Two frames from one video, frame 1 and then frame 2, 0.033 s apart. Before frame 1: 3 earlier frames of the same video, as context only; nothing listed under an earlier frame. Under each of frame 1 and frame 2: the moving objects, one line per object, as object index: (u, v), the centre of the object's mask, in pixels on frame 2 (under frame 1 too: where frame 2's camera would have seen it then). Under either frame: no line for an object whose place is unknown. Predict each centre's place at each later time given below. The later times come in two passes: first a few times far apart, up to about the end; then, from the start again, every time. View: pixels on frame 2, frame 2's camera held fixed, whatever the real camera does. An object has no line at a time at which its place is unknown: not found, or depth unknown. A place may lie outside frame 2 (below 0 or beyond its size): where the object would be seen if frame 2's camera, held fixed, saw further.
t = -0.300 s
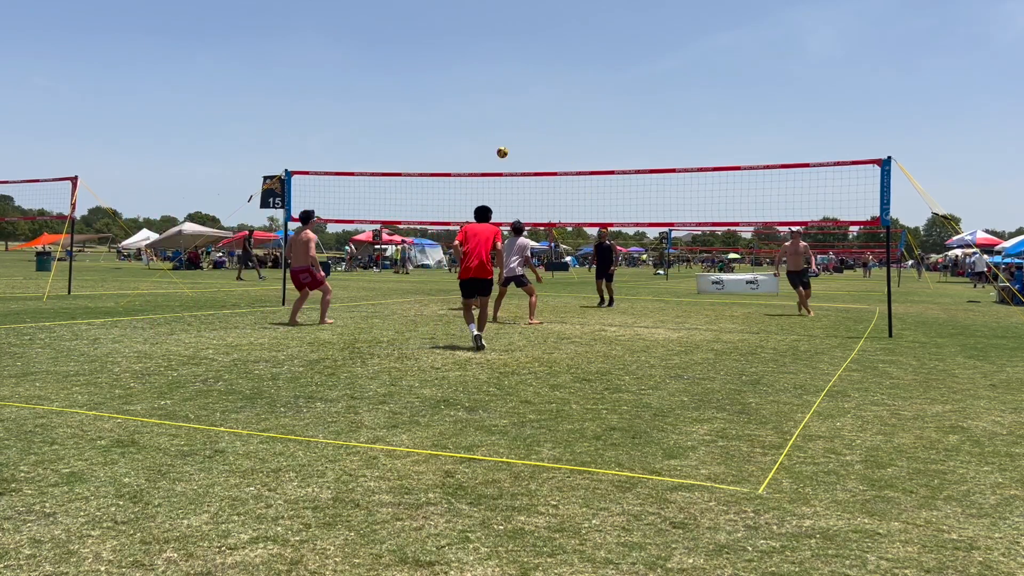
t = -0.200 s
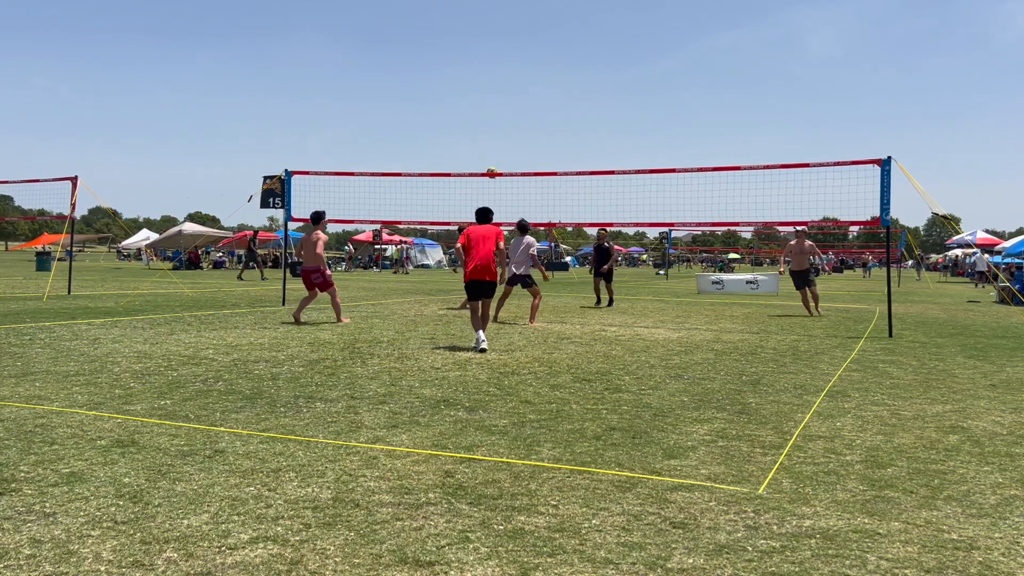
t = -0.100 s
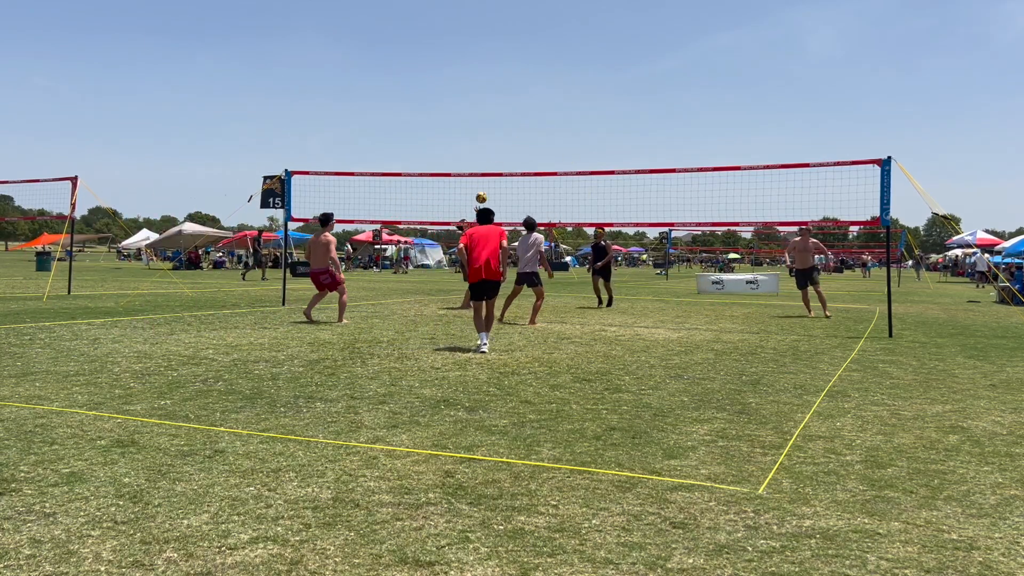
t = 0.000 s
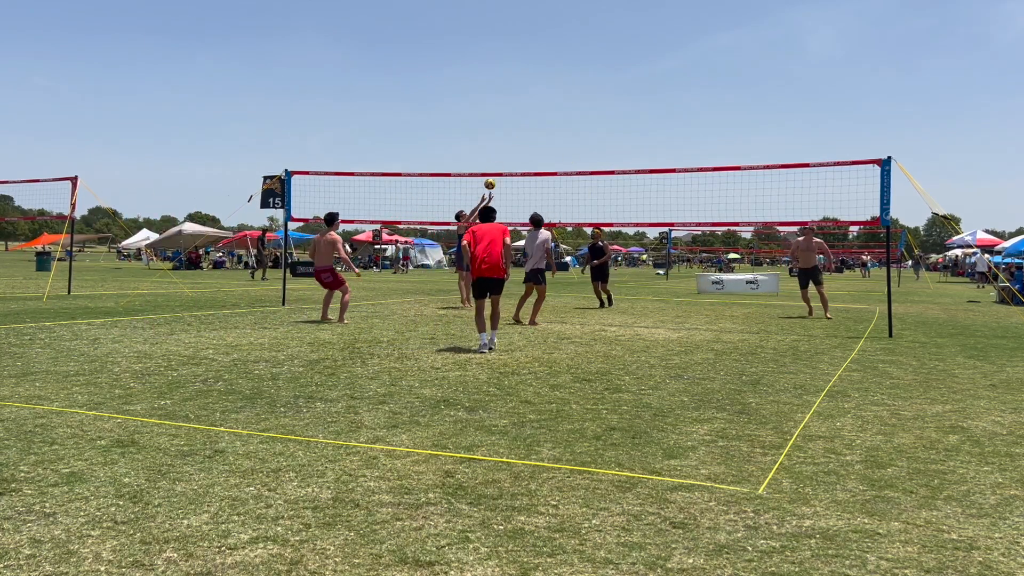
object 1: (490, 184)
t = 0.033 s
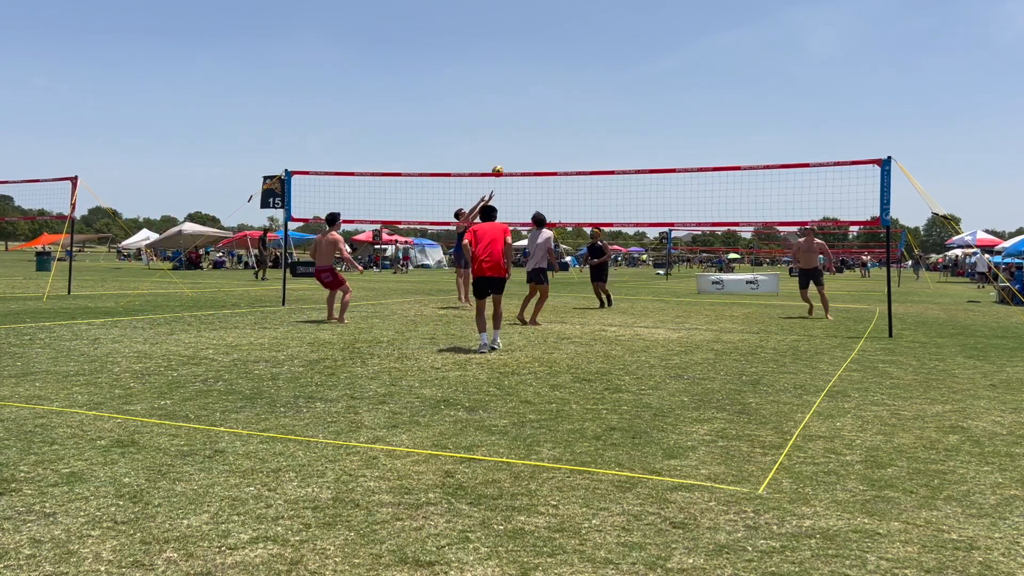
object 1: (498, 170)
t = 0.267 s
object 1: (552, 100)
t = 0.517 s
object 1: (609, 58)
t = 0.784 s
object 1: (667, 54)
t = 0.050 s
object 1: (501, 166)
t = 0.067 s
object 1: (505, 160)
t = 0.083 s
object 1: (509, 154)
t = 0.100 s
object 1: (513, 148)
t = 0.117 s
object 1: (517, 143)
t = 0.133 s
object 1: (521, 138)
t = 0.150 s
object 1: (524, 132)
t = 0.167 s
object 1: (528, 127)
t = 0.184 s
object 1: (532, 123)
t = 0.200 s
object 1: (536, 118)
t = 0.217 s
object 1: (540, 113)
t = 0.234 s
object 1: (544, 109)
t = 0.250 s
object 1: (548, 104)
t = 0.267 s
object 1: (552, 100)
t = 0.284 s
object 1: (556, 96)
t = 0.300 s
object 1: (560, 92)
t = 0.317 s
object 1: (564, 89)
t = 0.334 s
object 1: (568, 85)
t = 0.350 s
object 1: (571, 82)
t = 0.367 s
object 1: (575, 79)
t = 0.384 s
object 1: (579, 76)
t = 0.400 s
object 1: (583, 73)
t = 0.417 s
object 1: (587, 70)
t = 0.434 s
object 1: (590, 68)
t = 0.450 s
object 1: (594, 65)
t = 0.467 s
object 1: (598, 63)
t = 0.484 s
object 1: (602, 61)
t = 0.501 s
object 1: (605, 59)
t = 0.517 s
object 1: (609, 58)
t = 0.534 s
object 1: (613, 56)
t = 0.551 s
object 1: (616, 55)
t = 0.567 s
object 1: (620, 54)
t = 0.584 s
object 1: (624, 53)
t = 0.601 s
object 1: (627, 52)
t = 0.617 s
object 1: (631, 51)
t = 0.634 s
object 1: (635, 51)
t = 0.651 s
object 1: (638, 51)
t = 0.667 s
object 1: (642, 50)
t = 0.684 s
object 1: (645, 50)
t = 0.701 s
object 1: (649, 51)
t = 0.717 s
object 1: (652, 51)
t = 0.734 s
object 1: (656, 52)
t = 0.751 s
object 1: (659, 52)
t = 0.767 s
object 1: (663, 53)
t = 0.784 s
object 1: (667, 54)
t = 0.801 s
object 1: (670, 56)
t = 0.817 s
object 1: (673, 57)
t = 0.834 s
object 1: (677, 59)
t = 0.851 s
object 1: (680, 60)
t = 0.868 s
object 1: (684, 62)
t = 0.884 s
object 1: (687, 65)
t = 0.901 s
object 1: (690, 67)
